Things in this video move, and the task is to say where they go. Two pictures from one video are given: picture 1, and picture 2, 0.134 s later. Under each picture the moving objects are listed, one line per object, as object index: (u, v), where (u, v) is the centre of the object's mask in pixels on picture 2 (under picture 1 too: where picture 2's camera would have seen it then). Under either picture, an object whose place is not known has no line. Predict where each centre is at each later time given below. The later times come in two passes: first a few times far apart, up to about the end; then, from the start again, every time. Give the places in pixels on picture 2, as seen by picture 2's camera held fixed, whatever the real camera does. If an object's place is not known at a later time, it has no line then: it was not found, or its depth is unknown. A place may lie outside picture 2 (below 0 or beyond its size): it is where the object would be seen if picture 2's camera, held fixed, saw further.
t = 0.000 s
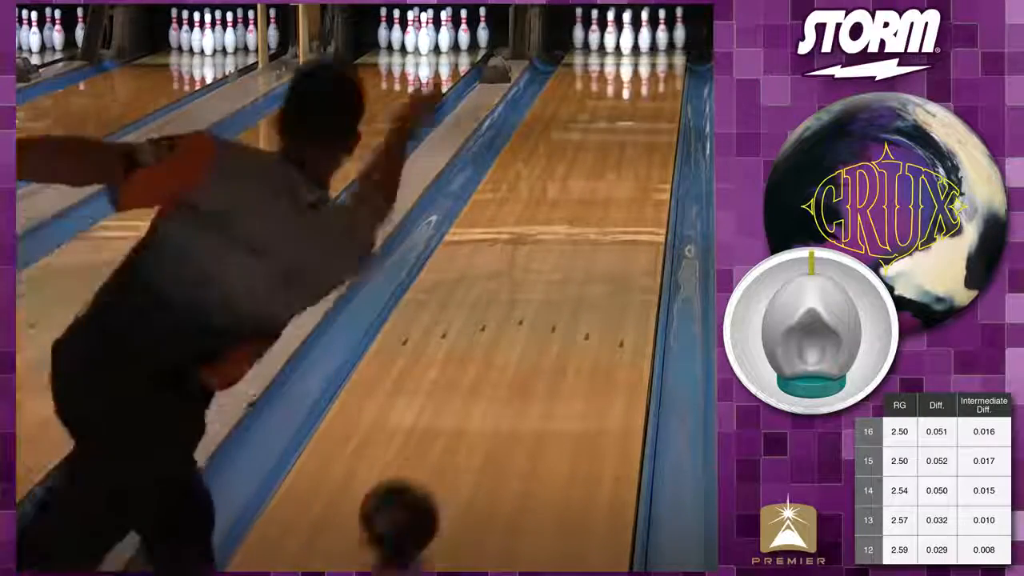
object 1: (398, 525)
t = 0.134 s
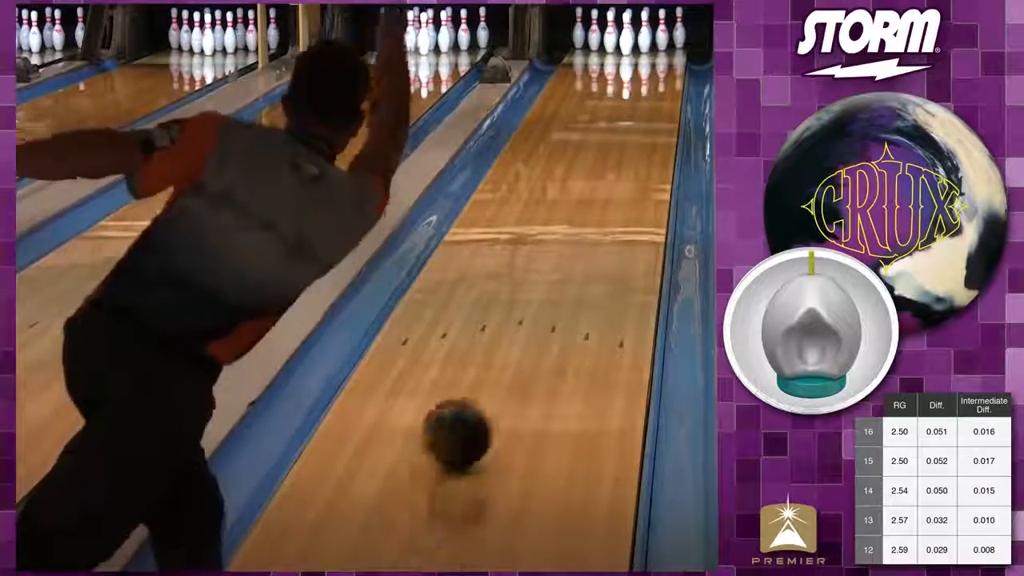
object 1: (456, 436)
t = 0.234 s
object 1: (491, 383)
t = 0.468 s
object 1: (553, 290)
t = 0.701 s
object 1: (594, 226)
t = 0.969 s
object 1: (629, 171)
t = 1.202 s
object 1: (649, 136)
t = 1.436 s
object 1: (661, 107)
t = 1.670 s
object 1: (664, 83)
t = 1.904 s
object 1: (657, 66)
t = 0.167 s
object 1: (468, 417)
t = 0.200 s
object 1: (480, 400)
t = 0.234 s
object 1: (491, 383)
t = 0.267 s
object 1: (502, 368)
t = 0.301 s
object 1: (511, 353)
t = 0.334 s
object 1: (520, 338)
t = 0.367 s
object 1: (529, 326)
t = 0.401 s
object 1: (537, 312)
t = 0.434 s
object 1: (544, 301)
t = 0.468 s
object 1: (553, 290)
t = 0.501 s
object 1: (560, 280)
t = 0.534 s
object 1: (566, 270)
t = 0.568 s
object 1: (572, 261)
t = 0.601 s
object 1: (579, 251)
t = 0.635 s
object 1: (584, 242)
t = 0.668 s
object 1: (589, 234)
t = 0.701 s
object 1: (594, 226)
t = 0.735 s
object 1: (599, 218)
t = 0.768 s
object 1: (604, 212)
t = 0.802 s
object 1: (610, 205)
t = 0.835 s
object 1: (614, 197)
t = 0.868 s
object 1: (618, 191)
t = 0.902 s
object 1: (621, 185)
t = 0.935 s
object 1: (625, 180)
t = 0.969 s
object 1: (629, 171)
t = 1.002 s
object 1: (633, 166)
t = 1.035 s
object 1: (635, 161)
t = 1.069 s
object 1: (638, 156)
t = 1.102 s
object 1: (641, 150)
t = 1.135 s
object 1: (645, 144)
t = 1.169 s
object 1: (647, 140)
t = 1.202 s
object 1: (649, 136)
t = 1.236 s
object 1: (651, 133)
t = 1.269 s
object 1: (653, 127)
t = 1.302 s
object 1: (655, 123)
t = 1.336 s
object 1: (655, 120)
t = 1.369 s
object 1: (658, 117)
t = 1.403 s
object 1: (659, 112)
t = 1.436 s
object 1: (661, 107)
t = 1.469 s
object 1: (663, 105)
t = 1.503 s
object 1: (663, 102)
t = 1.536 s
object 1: (665, 100)
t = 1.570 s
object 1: (664, 93)
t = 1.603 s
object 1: (665, 90)
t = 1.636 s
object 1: (666, 87)
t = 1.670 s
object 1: (664, 83)
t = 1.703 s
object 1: (663, 81)
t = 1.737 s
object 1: (662, 80)
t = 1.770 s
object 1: (662, 76)
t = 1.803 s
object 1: (661, 74)
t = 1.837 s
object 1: (660, 72)
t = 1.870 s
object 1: (657, 68)
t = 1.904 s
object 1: (657, 66)
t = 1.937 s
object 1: (654, 63)
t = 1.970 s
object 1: (652, 62)
